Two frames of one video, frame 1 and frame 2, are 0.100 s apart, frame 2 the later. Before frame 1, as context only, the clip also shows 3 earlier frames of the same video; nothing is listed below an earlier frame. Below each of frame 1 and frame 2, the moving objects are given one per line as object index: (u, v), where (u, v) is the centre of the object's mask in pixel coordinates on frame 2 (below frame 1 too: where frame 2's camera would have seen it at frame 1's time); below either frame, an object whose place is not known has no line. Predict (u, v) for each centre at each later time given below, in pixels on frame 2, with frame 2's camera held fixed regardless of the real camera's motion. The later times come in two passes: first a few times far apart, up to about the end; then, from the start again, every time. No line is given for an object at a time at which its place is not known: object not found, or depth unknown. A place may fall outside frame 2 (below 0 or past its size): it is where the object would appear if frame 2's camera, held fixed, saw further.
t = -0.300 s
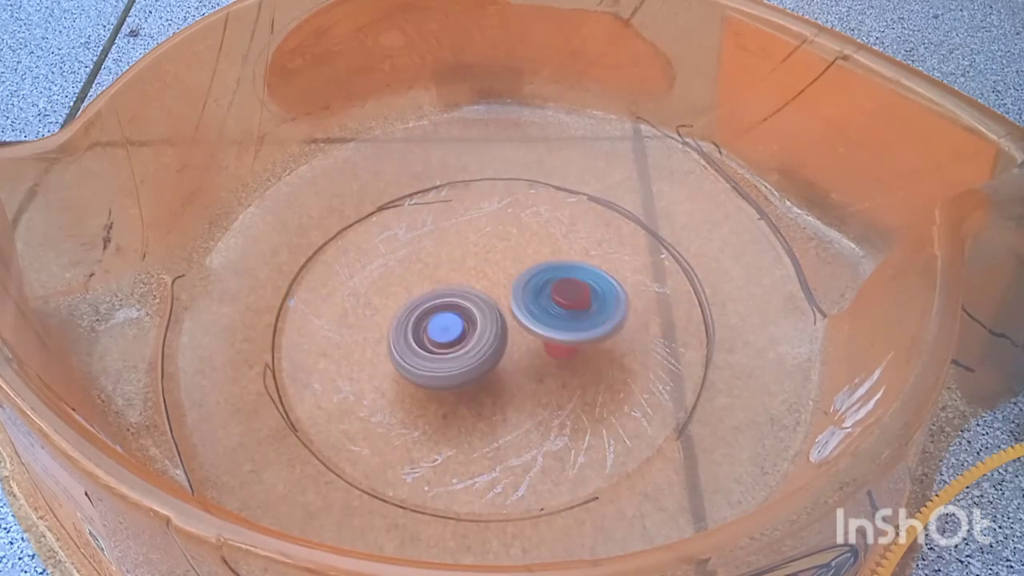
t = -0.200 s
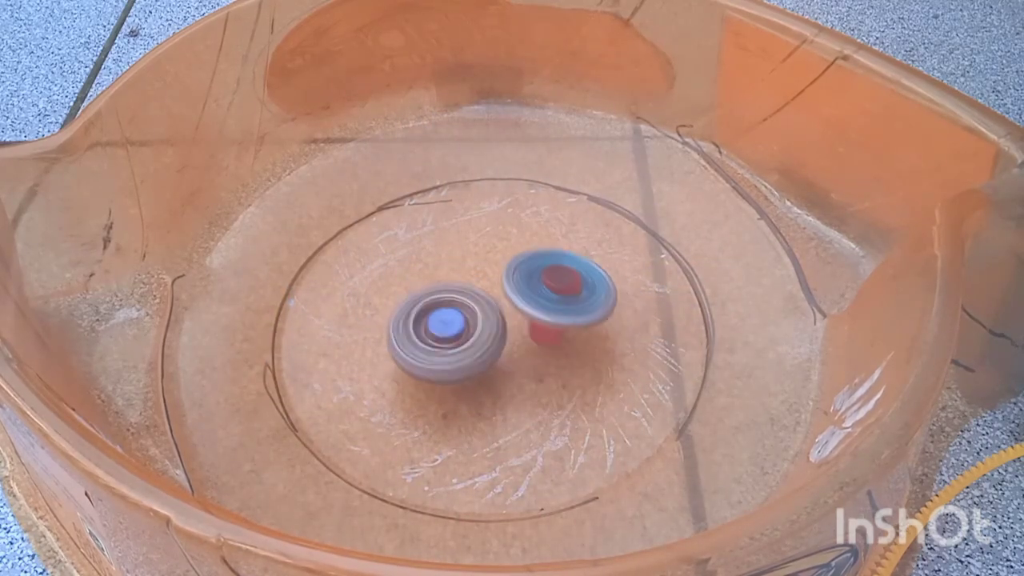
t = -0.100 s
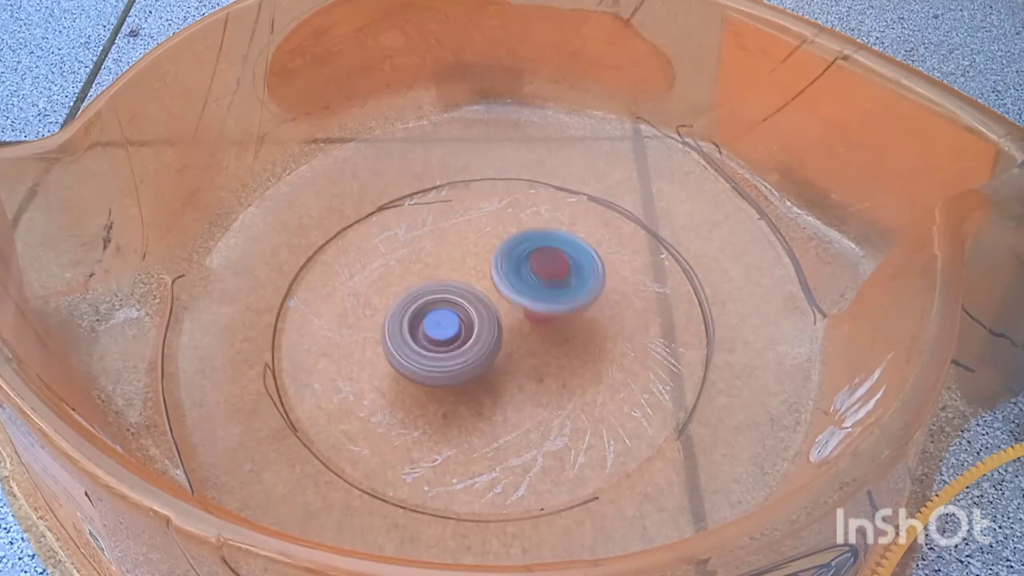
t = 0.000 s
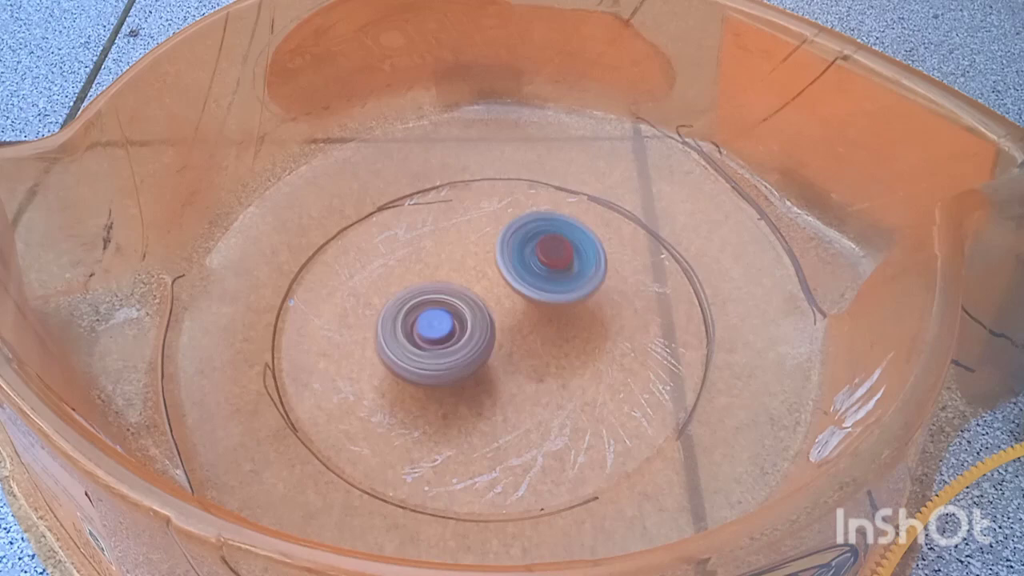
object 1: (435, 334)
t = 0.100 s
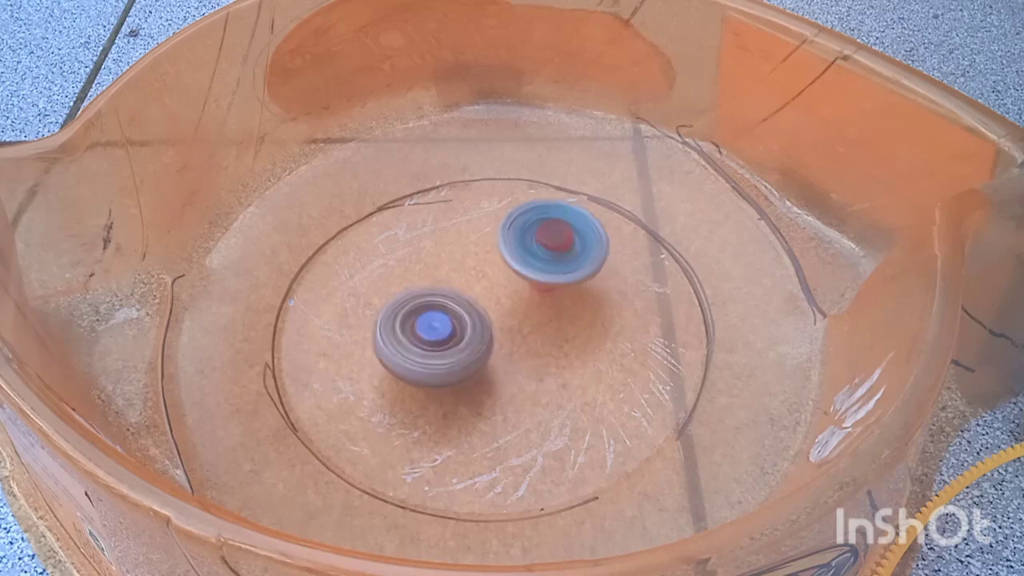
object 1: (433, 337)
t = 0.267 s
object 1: (432, 341)
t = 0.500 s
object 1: (436, 340)
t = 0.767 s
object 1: (429, 333)
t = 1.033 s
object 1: (421, 337)
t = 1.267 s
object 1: (422, 337)
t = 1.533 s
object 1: (423, 330)
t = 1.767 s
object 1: (418, 329)
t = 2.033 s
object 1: (422, 334)
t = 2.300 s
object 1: (428, 348)
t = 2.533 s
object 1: (424, 348)
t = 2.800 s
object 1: (423, 351)
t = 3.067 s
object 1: (415, 345)
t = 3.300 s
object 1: (414, 321)
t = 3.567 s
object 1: (381, 298)
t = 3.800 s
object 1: (365, 304)
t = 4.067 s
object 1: (388, 320)
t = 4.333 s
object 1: (378, 339)
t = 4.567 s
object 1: (371, 329)
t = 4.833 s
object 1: (379, 331)
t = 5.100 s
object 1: (378, 335)
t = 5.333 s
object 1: (377, 335)
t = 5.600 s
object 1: (376, 342)
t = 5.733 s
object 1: (373, 340)
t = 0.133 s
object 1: (432, 338)
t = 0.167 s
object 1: (430, 340)
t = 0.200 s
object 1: (431, 341)
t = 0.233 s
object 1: (432, 341)
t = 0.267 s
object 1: (432, 341)
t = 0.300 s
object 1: (432, 341)
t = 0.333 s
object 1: (432, 342)
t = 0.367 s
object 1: (434, 343)
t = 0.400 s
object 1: (436, 342)
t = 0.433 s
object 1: (436, 341)
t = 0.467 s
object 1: (436, 341)
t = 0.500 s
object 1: (436, 340)
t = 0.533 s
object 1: (437, 339)
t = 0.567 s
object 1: (438, 337)
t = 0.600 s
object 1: (436, 336)
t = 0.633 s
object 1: (435, 336)
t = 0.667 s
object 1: (434, 335)
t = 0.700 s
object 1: (433, 334)
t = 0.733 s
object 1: (432, 333)
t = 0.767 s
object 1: (429, 333)
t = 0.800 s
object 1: (427, 334)
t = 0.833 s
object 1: (427, 335)
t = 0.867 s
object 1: (426, 334)
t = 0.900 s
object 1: (424, 334)
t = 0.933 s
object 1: (421, 334)
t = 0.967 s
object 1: (420, 336)
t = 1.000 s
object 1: (421, 337)
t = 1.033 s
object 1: (421, 337)
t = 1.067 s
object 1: (420, 337)
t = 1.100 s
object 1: (420, 337)
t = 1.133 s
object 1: (419, 338)
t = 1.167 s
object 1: (421, 339)
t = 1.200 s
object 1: (422, 338)
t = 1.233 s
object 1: (422, 337)
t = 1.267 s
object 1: (422, 337)
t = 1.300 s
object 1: (422, 337)
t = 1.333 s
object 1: (424, 337)
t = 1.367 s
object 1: (425, 335)
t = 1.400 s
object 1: (424, 334)
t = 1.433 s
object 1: (423, 334)
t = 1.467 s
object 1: (423, 333)
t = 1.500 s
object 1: (423, 331)
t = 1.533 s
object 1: (423, 330)
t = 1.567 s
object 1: (421, 330)
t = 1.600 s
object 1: (420, 331)
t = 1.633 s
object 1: (421, 331)
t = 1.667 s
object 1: (421, 329)
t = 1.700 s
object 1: (420, 329)
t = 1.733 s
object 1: (419, 328)
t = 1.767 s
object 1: (418, 329)
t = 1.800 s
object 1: (418, 331)
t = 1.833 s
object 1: (420, 330)
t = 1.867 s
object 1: (419, 328)
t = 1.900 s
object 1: (419, 328)
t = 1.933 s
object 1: (418, 328)
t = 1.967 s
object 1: (417, 329)
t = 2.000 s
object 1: (418, 331)
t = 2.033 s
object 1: (422, 334)
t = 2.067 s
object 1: (425, 334)
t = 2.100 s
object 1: (425, 334)
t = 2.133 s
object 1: (423, 335)
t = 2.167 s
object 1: (421, 336)
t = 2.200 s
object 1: (421, 337)
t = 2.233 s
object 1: (421, 339)
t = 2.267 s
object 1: (422, 345)
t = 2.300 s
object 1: (428, 348)
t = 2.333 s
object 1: (432, 346)
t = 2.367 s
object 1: (433, 343)
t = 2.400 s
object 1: (429, 341)
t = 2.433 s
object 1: (425, 341)
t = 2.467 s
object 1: (422, 344)
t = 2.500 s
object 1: (422, 346)
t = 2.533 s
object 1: (424, 348)
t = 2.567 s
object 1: (427, 347)
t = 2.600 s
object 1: (428, 344)
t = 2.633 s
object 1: (424, 344)
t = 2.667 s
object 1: (415, 345)
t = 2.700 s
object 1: (413, 351)
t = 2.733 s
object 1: (415, 353)
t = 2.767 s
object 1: (418, 354)
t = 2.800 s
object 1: (423, 351)
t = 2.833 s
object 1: (426, 347)
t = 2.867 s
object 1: (426, 346)
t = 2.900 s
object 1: (423, 345)
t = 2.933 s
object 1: (420, 346)
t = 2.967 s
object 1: (419, 346)
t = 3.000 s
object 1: (419, 344)
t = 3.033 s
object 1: (416, 347)
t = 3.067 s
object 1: (415, 345)
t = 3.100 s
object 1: (415, 343)
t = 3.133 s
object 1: (415, 341)
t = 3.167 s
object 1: (416, 338)
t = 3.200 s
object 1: (416, 336)
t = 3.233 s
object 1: (415, 333)
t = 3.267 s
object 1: (415, 327)
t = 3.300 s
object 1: (414, 321)
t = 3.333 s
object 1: (411, 315)
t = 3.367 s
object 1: (408, 311)
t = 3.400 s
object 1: (404, 305)
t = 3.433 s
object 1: (400, 301)
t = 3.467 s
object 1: (396, 299)
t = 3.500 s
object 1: (391, 297)
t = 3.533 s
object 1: (386, 297)
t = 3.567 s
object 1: (381, 298)
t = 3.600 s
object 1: (376, 299)
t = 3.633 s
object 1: (369, 300)
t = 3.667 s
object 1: (366, 300)
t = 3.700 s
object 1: (365, 302)
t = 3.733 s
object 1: (365, 302)
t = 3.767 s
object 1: (365, 303)
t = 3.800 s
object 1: (365, 304)
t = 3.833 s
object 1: (365, 306)
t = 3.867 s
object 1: (367, 306)
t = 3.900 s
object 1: (369, 308)
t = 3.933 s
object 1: (372, 310)
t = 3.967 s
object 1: (377, 312)
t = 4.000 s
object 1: (381, 315)
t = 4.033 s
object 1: (385, 318)
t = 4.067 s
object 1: (388, 320)
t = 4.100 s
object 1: (390, 323)
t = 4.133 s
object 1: (391, 327)
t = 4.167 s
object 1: (389, 332)
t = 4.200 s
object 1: (387, 335)
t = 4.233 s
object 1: (385, 338)
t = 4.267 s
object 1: (382, 340)
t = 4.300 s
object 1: (380, 341)
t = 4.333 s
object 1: (378, 339)
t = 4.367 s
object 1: (378, 338)
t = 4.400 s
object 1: (378, 336)
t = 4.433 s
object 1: (377, 333)
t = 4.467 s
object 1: (375, 332)
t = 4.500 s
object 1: (374, 331)
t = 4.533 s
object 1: (373, 330)
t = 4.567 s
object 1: (371, 329)
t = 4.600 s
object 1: (372, 327)
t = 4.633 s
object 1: (372, 326)
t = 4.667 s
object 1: (371, 327)
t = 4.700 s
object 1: (372, 327)
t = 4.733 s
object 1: (373, 328)
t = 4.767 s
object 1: (375, 329)
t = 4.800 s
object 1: (377, 331)
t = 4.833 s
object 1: (379, 331)
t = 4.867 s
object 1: (379, 332)
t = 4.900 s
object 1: (380, 333)
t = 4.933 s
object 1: (380, 334)
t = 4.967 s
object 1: (380, 335)
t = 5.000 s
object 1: (380, 335)
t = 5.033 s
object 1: (380, 335)
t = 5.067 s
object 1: (379, 335)
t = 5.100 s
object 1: (378, 335)
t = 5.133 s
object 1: (377, 335)
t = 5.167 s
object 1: (375, 334)
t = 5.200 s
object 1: (375, 333)
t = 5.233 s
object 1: (375, 333)
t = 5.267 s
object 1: (374, 334)
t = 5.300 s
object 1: (376, 335)
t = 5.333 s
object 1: (377, 335)
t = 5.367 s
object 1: (378, 337)
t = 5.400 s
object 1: (379, 338)
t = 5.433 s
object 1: (380, 339)
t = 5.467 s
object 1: (380, 340)
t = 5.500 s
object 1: (379, 341)
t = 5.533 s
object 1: (380, 341)
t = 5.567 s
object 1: (379, 342)
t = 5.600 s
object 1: (376, 342)
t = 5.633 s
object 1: (375, 342)
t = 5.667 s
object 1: (375, 341)
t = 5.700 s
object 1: (375, 340)
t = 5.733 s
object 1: (373, 340)
